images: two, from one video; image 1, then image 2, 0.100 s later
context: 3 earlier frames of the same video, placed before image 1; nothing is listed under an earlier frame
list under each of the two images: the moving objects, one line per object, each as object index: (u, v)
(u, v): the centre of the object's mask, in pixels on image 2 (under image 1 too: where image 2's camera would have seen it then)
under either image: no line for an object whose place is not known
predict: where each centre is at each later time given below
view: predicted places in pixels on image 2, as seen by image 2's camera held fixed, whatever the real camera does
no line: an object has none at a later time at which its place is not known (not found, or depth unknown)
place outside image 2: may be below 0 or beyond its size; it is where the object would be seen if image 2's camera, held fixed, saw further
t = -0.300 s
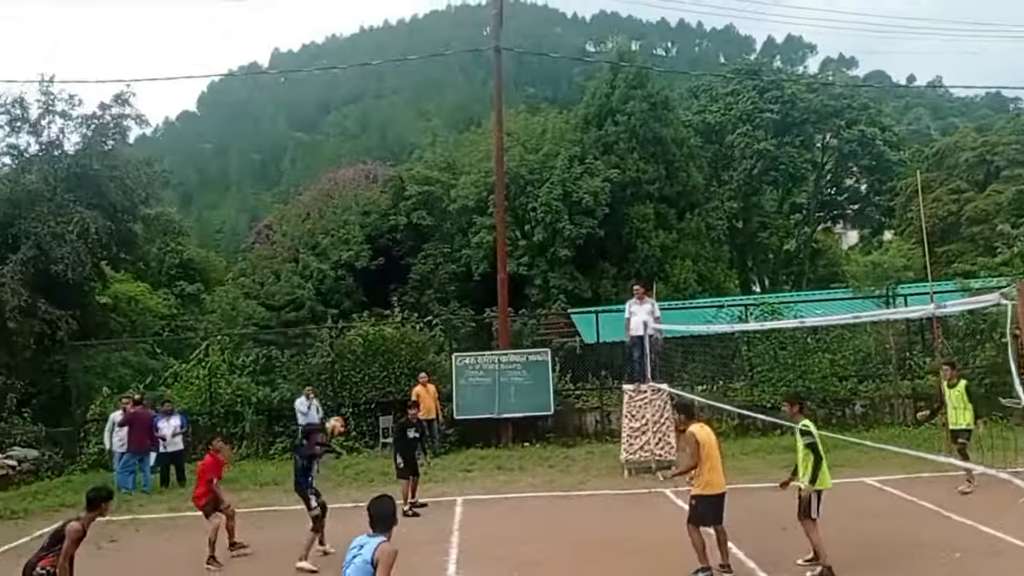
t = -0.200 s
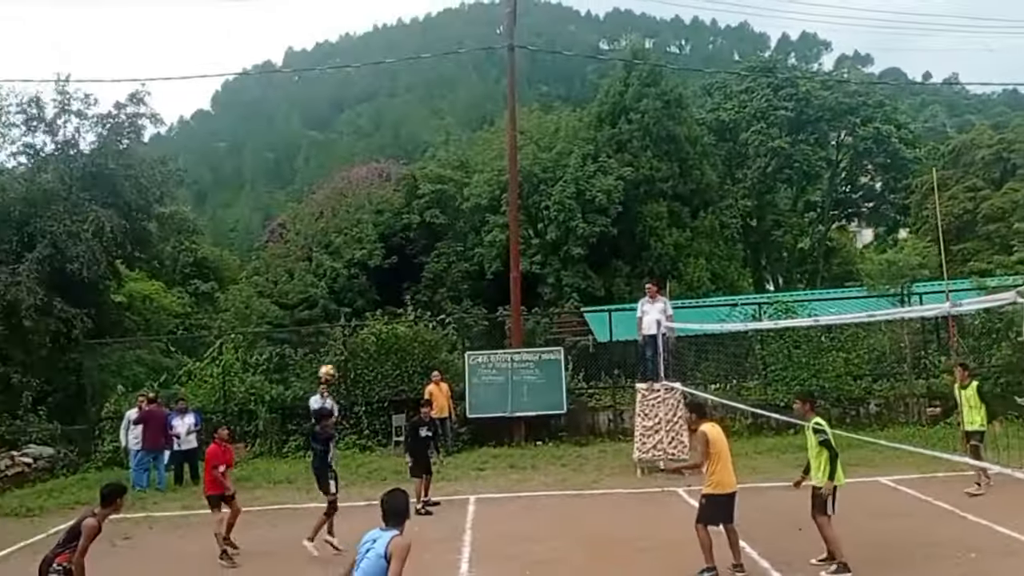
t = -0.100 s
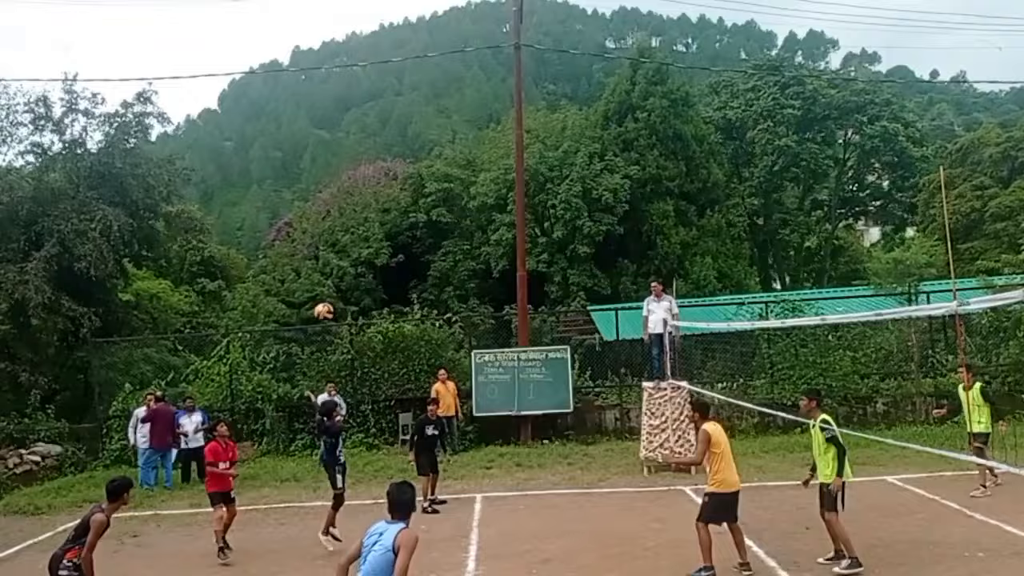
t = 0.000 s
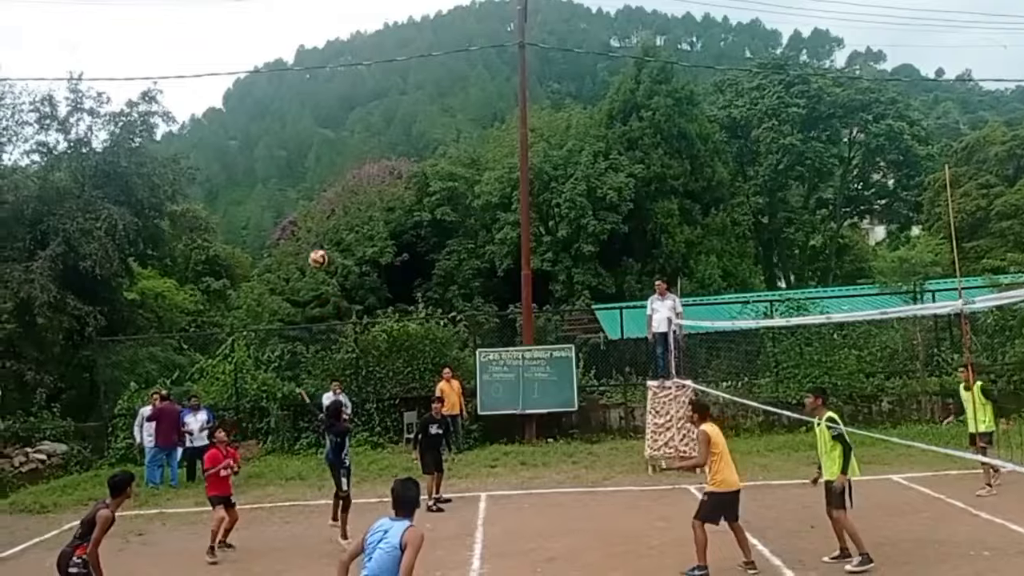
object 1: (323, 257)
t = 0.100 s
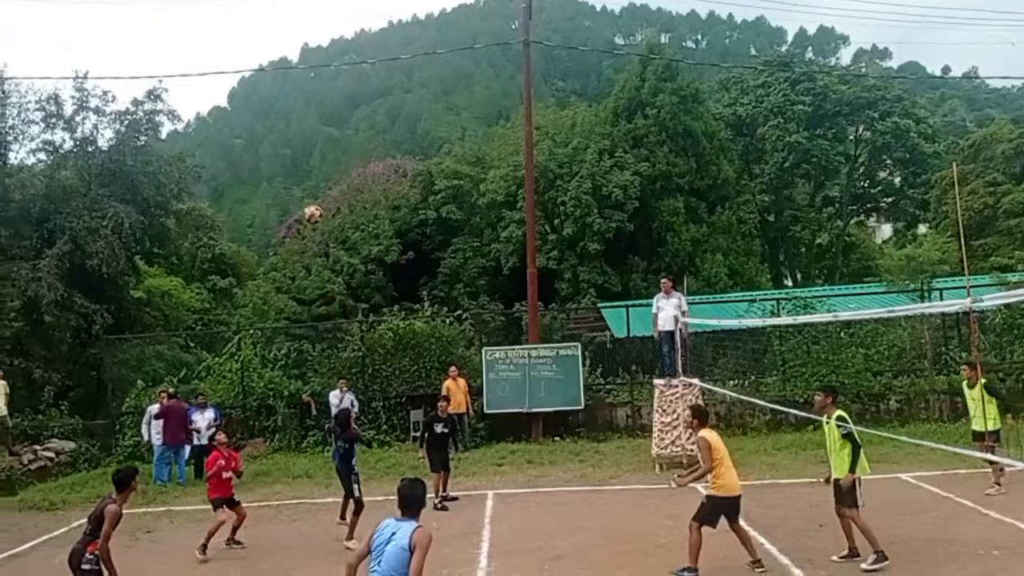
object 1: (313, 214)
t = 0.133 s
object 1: (309, 202)
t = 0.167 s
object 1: (307, 190)
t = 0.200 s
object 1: (304, 180)
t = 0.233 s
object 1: (302, 170)
